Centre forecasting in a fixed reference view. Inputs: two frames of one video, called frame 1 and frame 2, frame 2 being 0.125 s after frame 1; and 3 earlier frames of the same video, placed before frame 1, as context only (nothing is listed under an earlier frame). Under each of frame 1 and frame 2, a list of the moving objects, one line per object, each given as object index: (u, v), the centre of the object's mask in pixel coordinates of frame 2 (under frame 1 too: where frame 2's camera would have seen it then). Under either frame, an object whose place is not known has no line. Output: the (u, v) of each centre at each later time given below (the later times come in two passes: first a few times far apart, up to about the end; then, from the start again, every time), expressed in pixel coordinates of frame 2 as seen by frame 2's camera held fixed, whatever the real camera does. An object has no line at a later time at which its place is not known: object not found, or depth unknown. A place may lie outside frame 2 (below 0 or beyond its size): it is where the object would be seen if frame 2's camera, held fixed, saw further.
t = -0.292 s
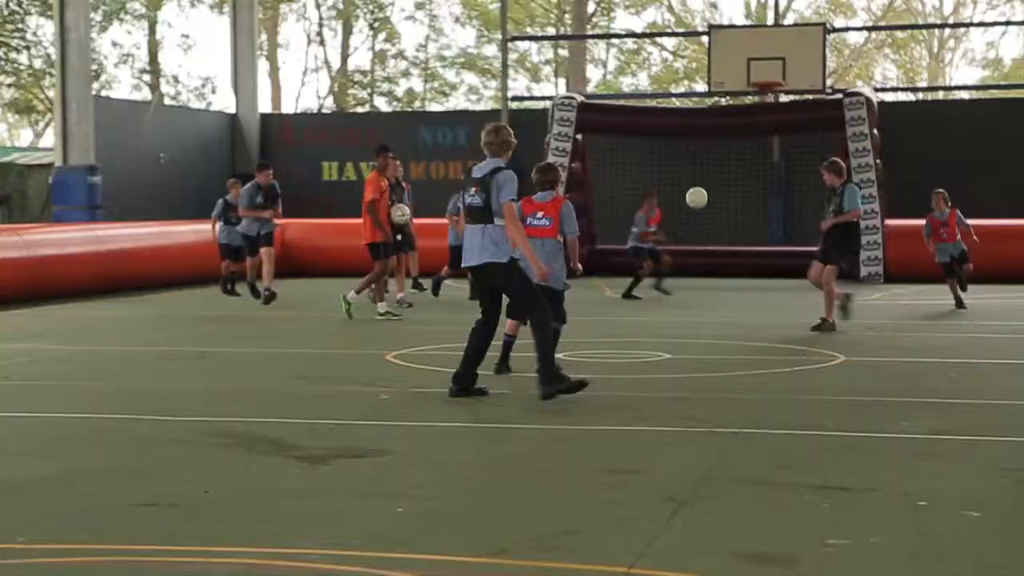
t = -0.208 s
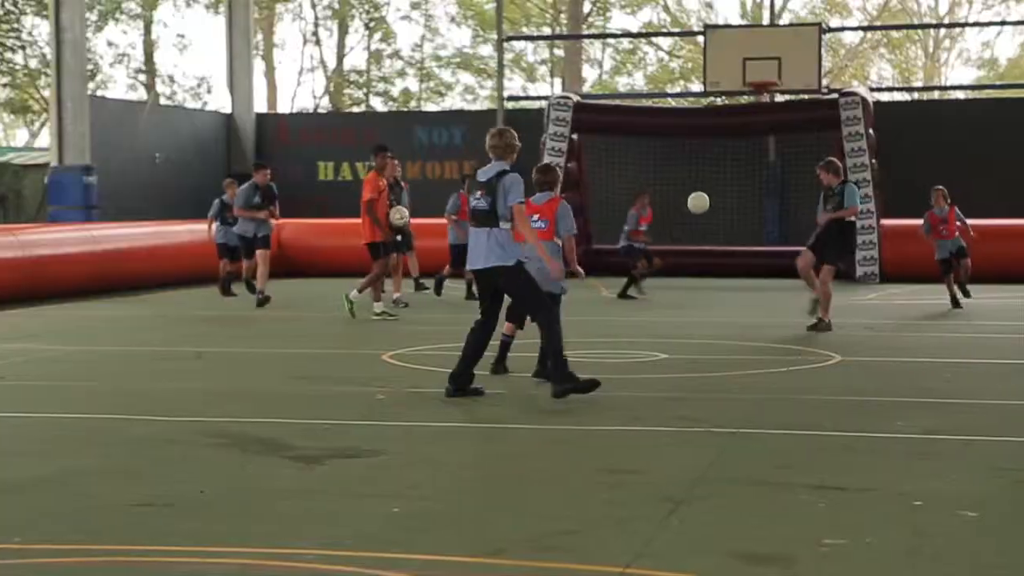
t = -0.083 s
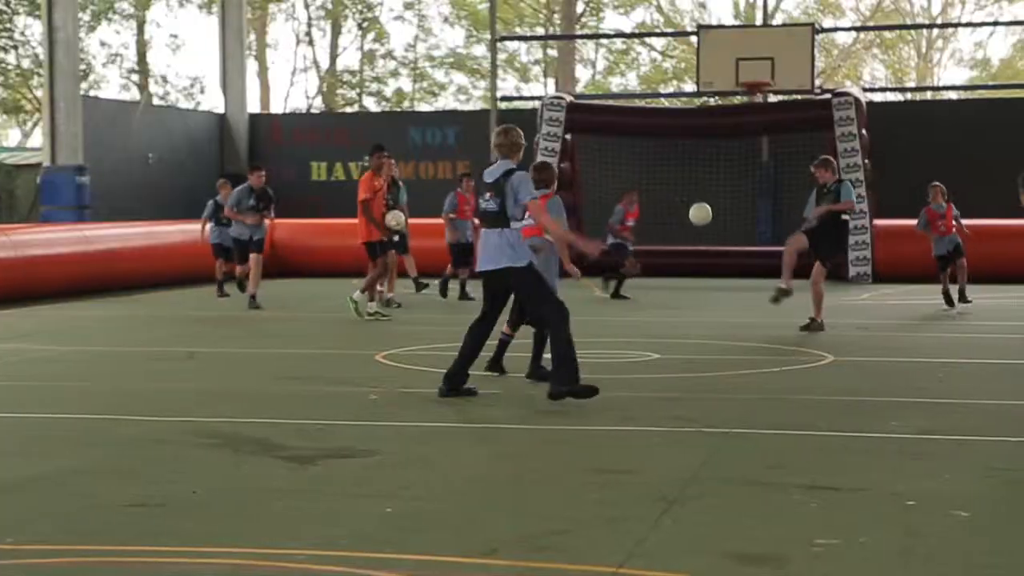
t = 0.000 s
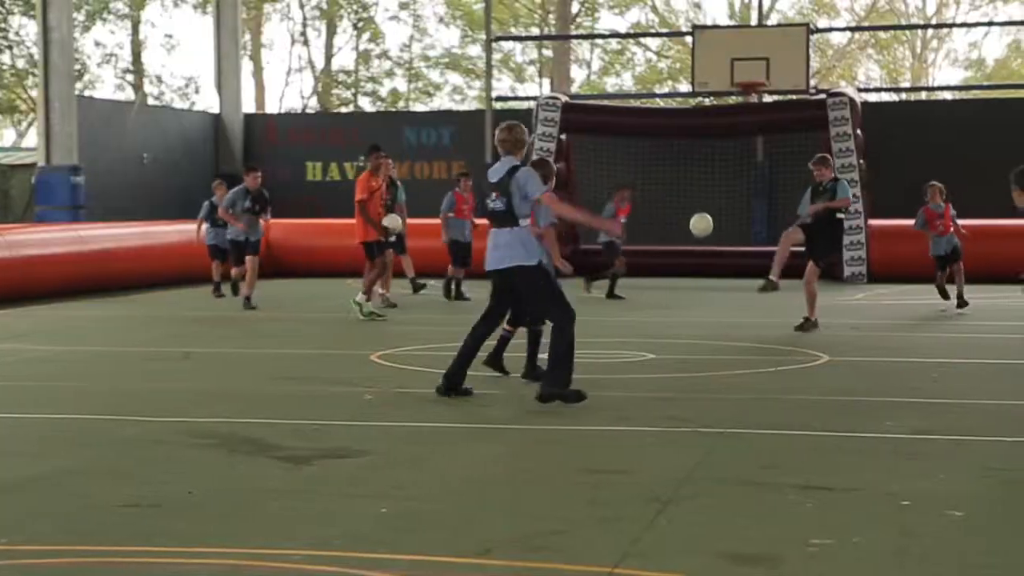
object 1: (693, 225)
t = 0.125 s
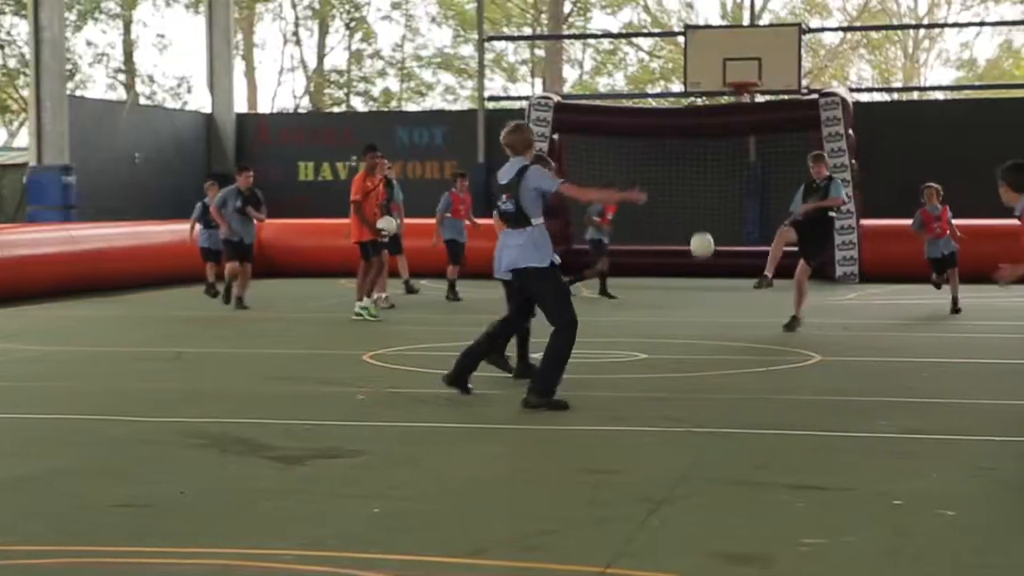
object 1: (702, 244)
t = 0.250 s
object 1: (710, 269)
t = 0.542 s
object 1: (729, 342)
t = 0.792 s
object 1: (755, 290)
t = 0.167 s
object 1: (705, 253)
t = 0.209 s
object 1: (708, 262)
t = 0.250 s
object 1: (710, 269)
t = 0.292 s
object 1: (712, 279)
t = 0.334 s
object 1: (715, 291)
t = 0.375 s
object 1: (718, 306)
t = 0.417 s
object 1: (721, 319)
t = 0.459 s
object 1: (724, 333)
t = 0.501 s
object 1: (727, 348)
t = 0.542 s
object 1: (729, 342)
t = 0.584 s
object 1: (734, 332)
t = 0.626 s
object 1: (739, 322)
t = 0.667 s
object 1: (742, 314)
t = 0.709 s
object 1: (746, 307)
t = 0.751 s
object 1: (751, 298)
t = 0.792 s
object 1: (755, 290)
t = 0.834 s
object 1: (759, 282)
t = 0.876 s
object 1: (763, 275)
